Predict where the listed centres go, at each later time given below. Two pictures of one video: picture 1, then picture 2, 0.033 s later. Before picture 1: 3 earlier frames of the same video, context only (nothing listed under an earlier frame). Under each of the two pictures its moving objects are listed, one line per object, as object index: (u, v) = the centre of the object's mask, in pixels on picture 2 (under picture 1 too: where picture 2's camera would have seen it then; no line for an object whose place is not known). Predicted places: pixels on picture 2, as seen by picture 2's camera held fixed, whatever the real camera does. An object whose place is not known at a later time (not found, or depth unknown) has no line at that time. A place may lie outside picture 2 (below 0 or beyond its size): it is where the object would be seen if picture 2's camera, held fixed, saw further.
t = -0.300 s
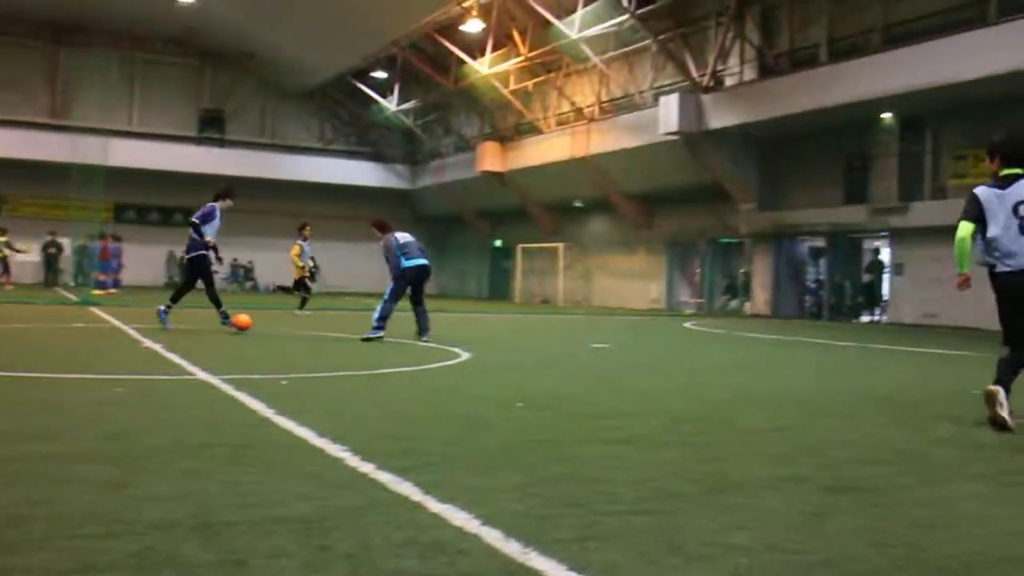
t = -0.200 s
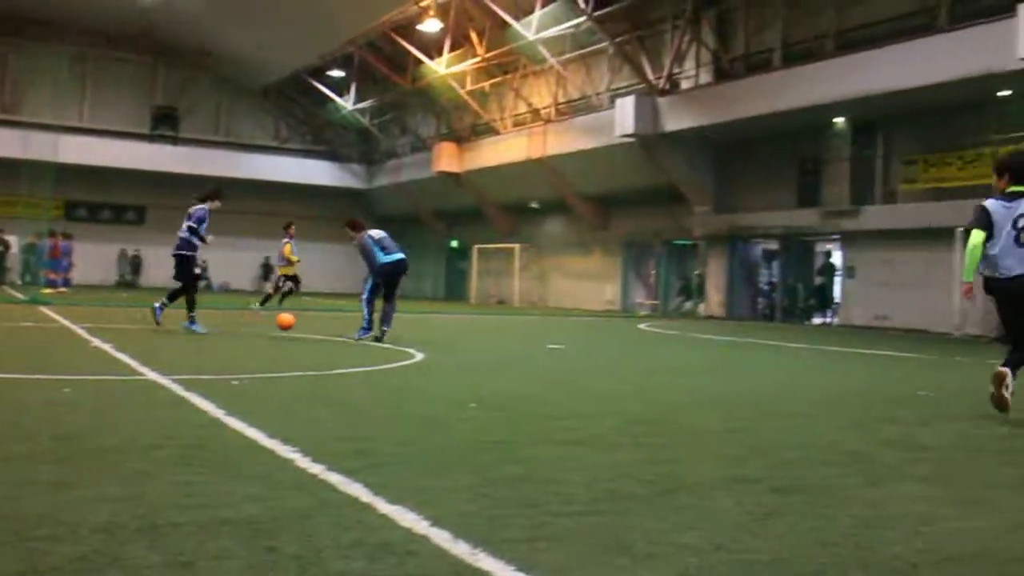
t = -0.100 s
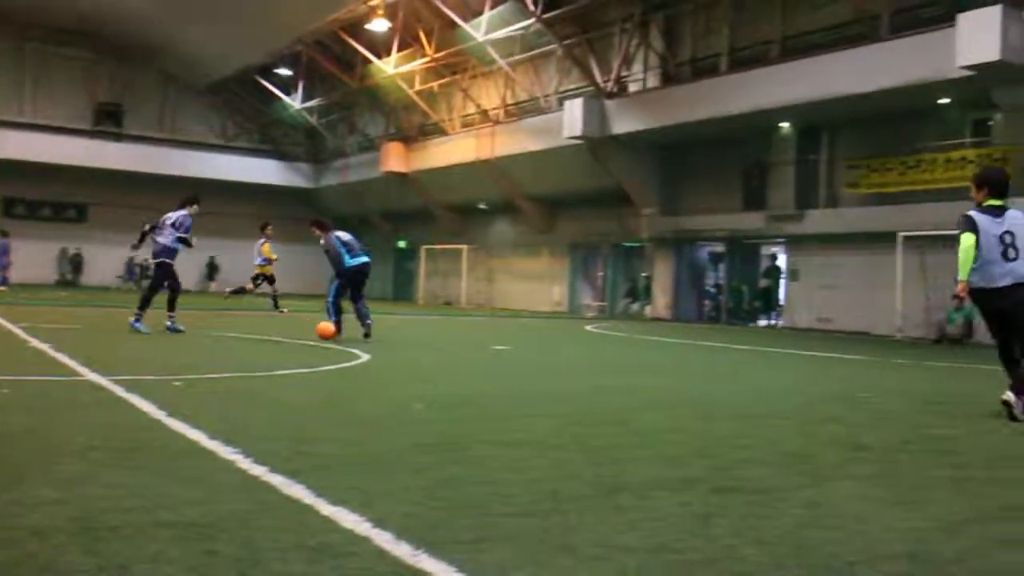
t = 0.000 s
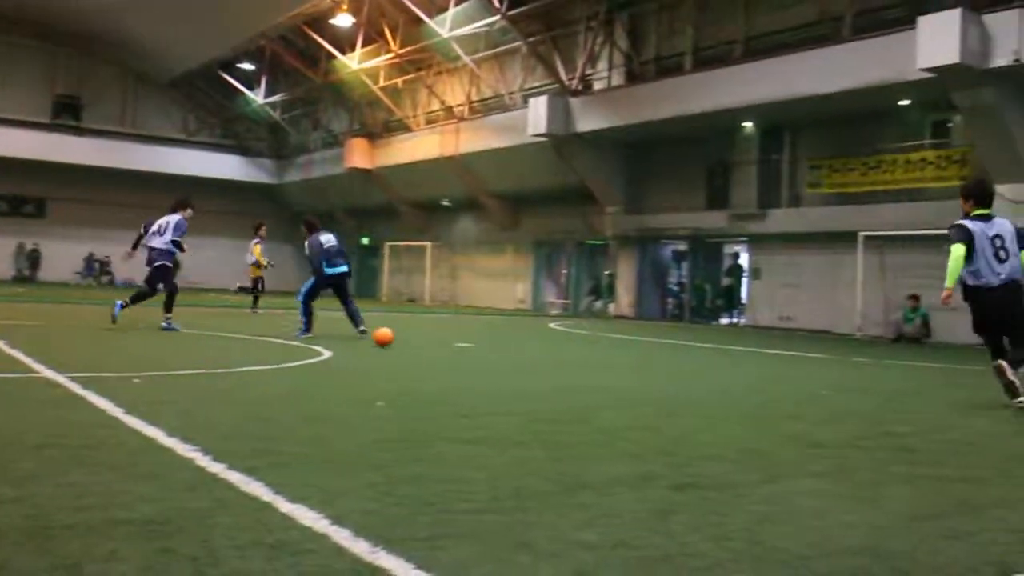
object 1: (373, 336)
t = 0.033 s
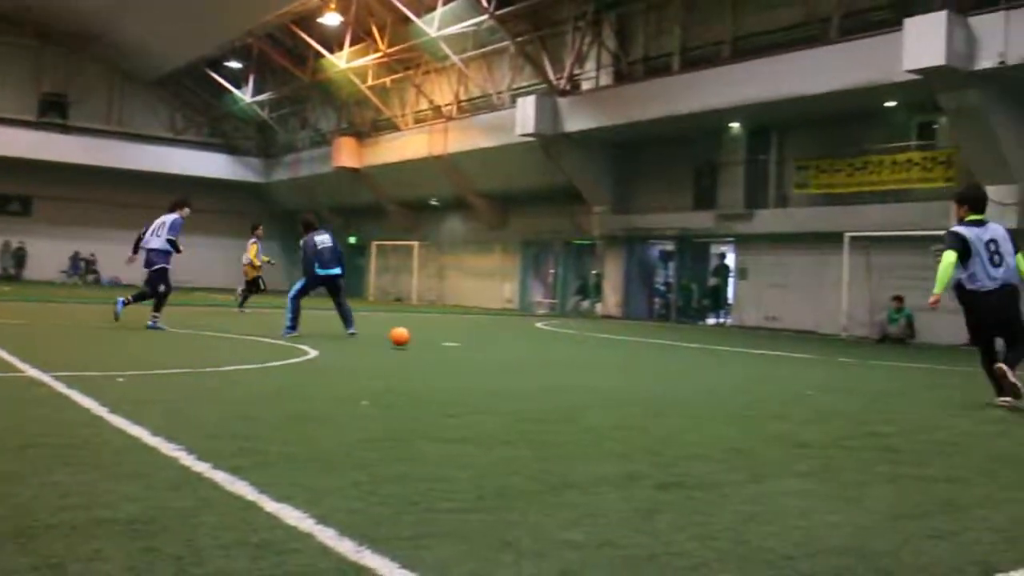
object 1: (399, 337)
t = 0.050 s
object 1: (414, 337)
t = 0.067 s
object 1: (428, 338)
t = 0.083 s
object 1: (441, 338)
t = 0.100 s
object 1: (455, 339)
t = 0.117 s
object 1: (469, 342)
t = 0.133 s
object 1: (482, 343)
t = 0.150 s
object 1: (496, 344)
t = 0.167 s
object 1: (508, 345)
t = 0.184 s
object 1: (521, 344)
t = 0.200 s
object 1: (534, 345)
